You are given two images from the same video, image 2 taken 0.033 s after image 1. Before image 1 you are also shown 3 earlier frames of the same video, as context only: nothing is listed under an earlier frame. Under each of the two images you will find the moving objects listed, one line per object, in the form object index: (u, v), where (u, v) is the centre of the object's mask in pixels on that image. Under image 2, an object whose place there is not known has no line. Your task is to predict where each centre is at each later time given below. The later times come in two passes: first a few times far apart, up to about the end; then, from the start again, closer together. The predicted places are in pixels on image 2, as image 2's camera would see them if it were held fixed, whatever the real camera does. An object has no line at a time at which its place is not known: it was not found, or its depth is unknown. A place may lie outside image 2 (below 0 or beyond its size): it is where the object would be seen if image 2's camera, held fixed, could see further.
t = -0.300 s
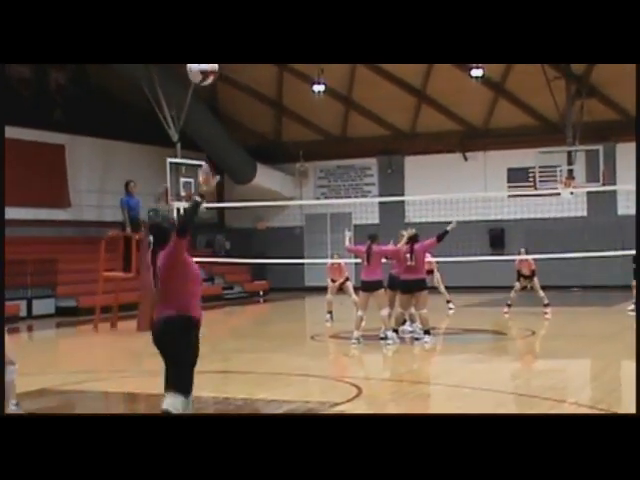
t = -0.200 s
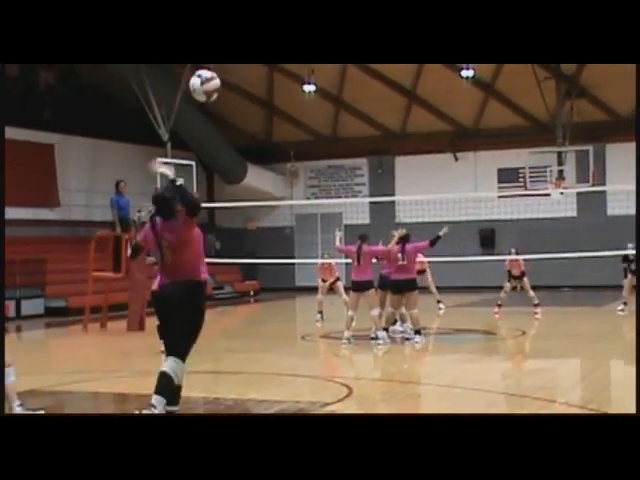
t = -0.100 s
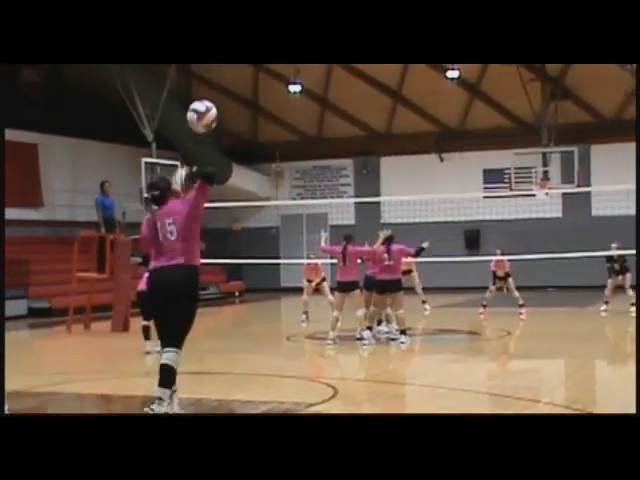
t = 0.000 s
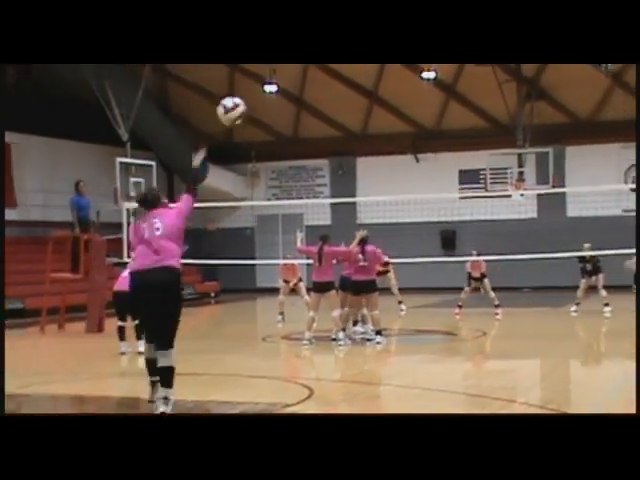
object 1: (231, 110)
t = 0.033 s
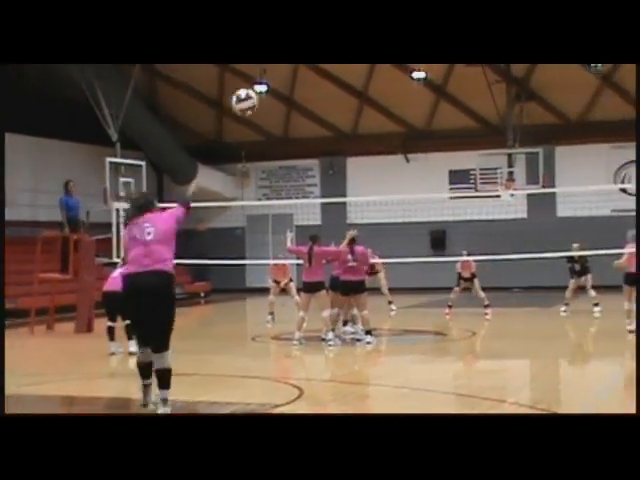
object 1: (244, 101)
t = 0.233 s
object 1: (340, 79)
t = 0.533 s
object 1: (414, 102)
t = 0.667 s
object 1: (433, 126)
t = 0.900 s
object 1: (457, 175)
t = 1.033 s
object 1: (466, 208)
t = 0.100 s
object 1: (283, 89)
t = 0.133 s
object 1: (300, 85)
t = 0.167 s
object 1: (314, 82)
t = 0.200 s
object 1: (328, 80)
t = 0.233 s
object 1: (340, 79)
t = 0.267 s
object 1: (351, 80)
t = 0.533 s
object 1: (414, 102)
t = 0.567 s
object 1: (420, 107)
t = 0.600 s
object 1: (424, 113)
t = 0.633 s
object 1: (429, 119)
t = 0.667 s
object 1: (433, 126)
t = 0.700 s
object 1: (437, 132)
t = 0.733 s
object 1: (441, 140)
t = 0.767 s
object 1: (445, 146)
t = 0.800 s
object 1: (448, 152)
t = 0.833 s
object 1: (451, 160)
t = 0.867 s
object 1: (454, 168)
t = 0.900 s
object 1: (457, 175)
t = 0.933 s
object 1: (459, 183)
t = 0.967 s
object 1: (462, 189)
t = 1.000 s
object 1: (465, 199)
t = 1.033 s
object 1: (466, 208)
